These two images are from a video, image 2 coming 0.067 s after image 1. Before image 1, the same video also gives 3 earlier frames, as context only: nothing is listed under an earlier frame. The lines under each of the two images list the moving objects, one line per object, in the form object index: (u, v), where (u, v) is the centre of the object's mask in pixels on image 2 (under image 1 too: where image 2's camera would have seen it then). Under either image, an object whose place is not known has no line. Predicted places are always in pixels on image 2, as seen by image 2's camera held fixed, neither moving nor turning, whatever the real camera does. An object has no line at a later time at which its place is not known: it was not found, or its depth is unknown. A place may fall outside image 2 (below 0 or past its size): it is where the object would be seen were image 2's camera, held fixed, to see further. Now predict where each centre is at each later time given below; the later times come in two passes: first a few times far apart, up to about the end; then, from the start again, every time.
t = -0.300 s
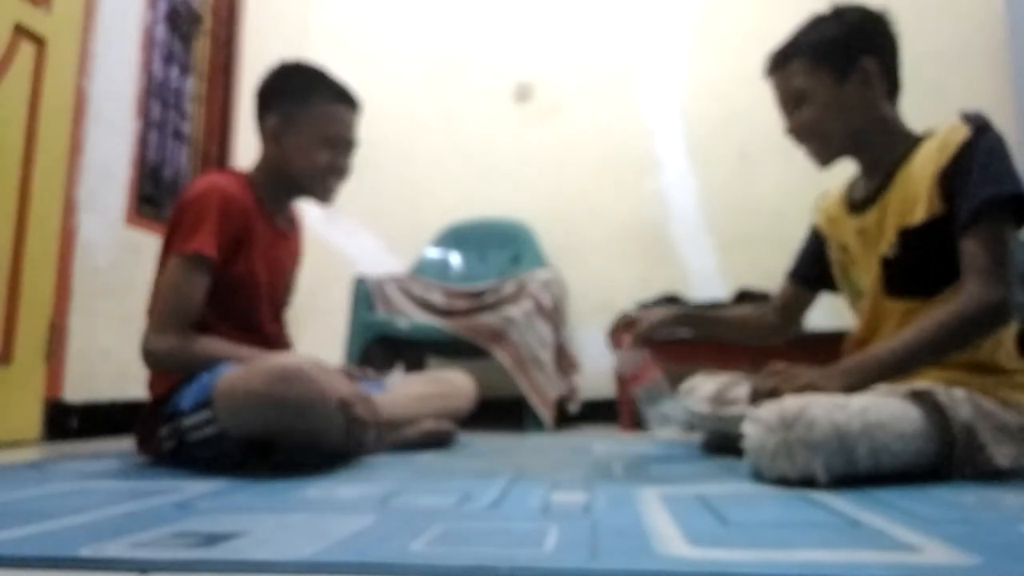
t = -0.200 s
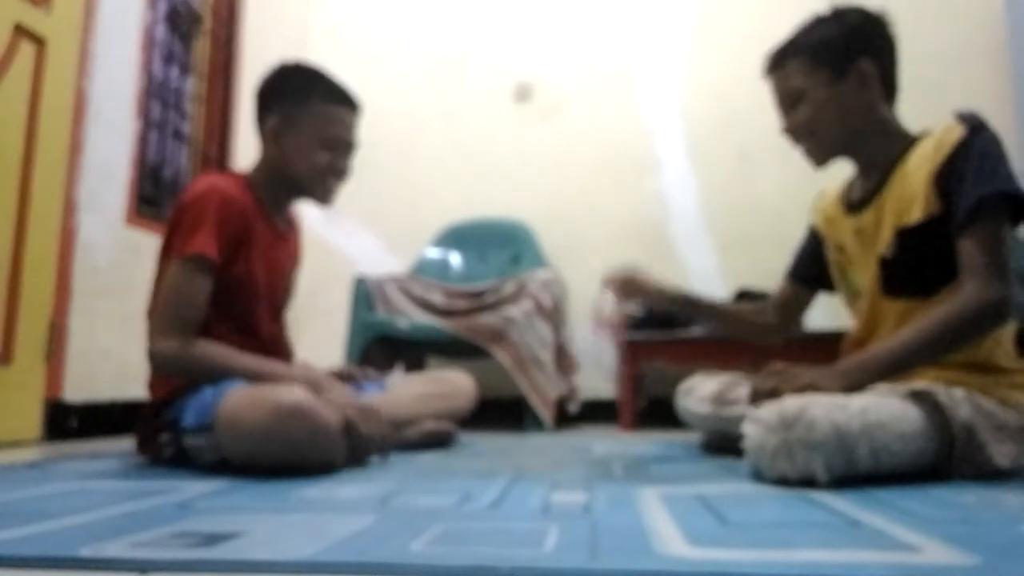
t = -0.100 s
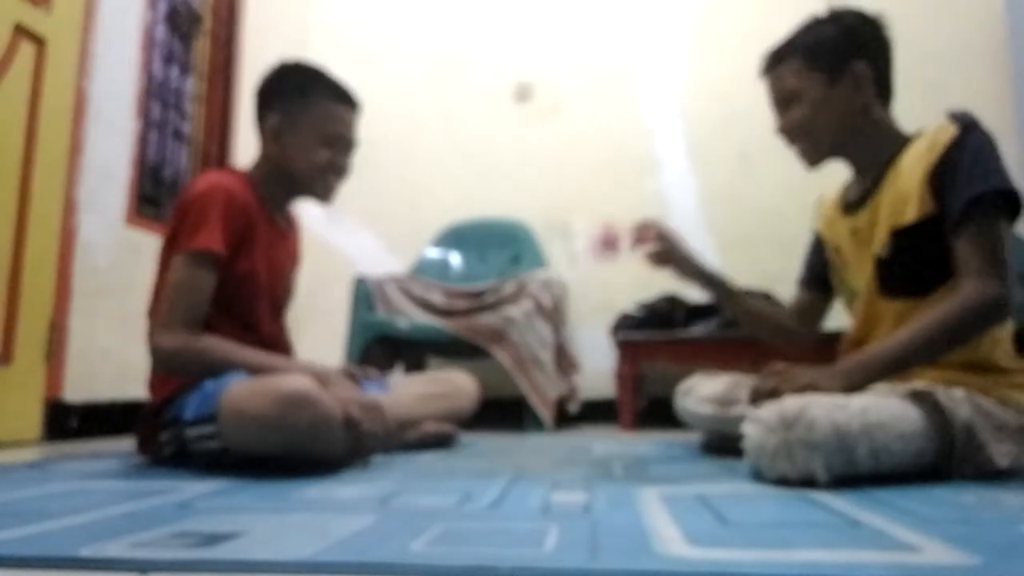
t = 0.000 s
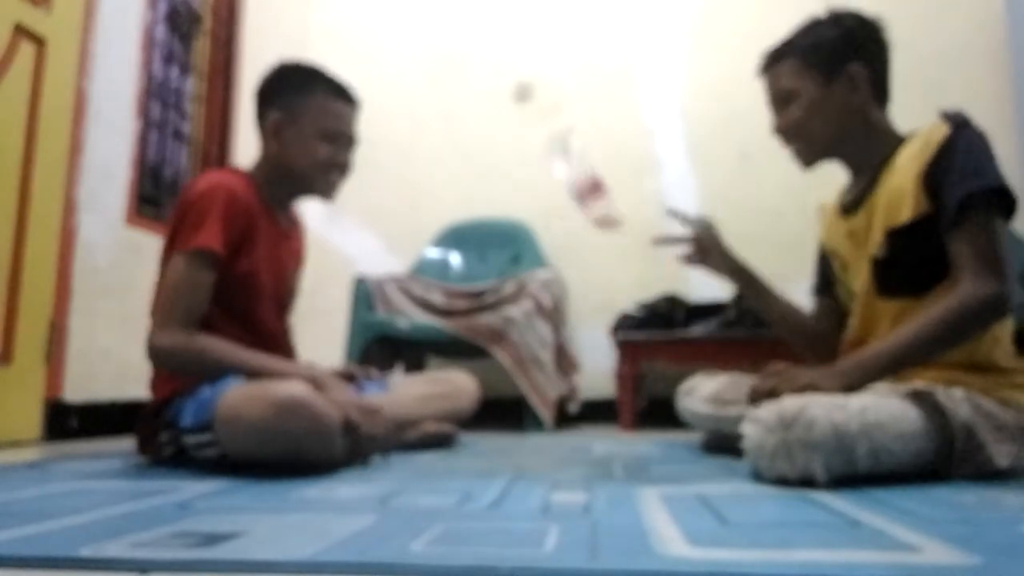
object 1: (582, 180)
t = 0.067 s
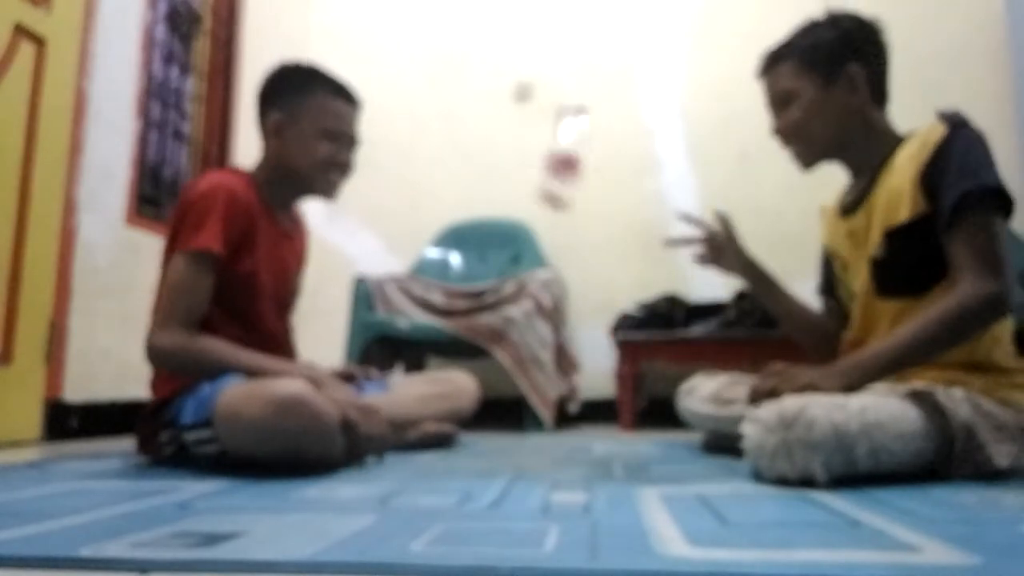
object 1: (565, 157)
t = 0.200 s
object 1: (546, 143)
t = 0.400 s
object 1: (585, 372)
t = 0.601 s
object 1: (624, 441)
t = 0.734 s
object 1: (628, 442)
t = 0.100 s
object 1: (555, 148)
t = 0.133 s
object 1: (550, 141)
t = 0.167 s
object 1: (549, 137)
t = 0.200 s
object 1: (546, 143)
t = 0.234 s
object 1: (553, 157)
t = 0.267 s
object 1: (556, 179)
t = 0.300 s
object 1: (564, 213)
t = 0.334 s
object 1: (572, 260)
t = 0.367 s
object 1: (579, 305)
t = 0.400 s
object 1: (585, 372)
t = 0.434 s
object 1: (600, 413)
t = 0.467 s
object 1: (607, 422)
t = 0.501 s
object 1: (615, 434)
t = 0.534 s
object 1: (616, 439)
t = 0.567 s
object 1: (621, 439)
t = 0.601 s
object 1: (624, 441)
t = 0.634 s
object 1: (625, 443)
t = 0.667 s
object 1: (626, 443)
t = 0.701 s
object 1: (626, 443)
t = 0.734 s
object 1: (628, 442)
